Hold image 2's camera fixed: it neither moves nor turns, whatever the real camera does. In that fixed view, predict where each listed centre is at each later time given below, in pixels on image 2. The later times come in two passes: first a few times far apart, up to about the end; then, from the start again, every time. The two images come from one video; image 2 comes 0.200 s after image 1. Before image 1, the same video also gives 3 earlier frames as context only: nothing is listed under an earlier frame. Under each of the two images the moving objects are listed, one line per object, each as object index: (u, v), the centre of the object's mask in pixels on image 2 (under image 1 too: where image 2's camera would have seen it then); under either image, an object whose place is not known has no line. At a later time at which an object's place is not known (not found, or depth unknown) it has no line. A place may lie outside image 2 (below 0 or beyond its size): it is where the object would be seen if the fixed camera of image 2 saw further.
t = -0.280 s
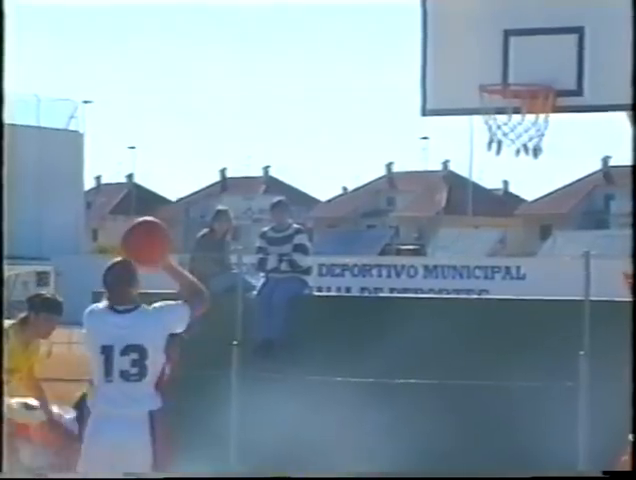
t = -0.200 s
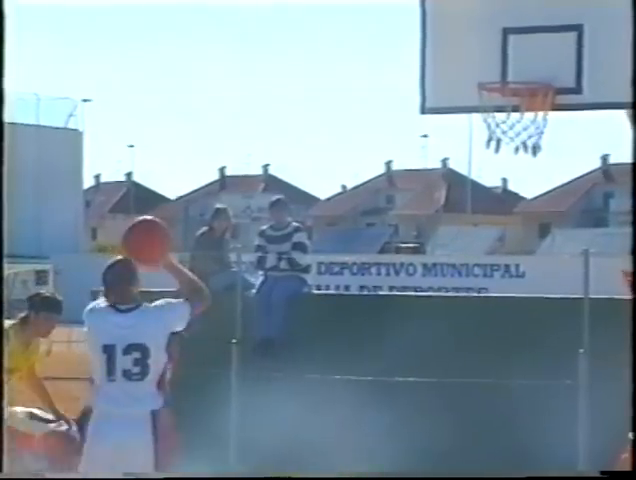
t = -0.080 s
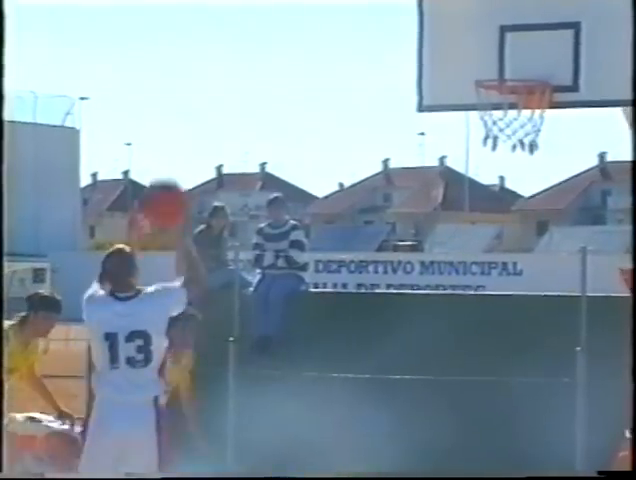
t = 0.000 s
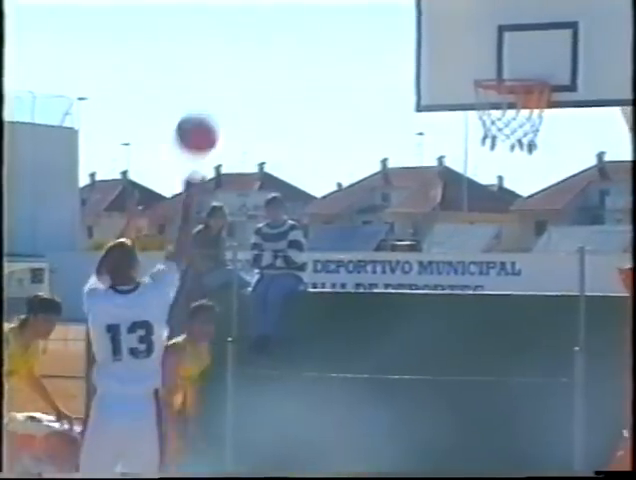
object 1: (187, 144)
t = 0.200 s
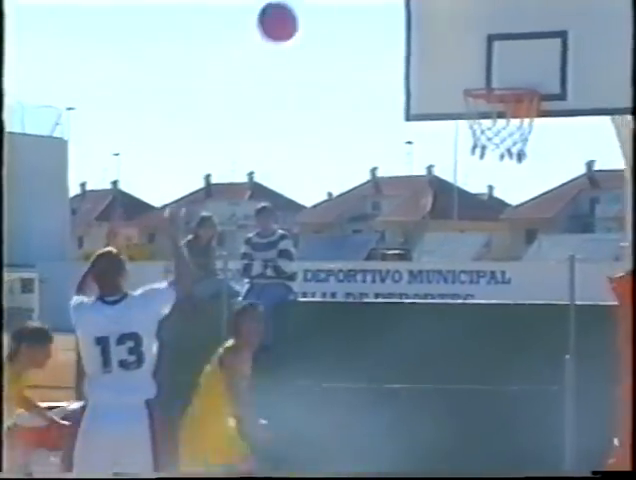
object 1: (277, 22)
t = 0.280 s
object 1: (310, 5)
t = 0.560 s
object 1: (414, -1)
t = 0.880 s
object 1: (517, 112)
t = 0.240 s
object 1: (294, 11)
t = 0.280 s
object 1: (310, 5)
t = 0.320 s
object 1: (325, -1)
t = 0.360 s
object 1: (340, -4)
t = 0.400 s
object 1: (355, -6)
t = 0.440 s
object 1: (370, -7)
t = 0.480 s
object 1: (385, -7)
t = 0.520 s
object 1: (400, -5)
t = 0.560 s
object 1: (414, -1)
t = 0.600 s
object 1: (428, 9)
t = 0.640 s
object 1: (441, 22)
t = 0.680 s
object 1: (452, 37)
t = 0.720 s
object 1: (465, 53)
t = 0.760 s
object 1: (476, 73)
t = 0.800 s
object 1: (486, 91)
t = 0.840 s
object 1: (499, 98)
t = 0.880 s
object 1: (517, 112)
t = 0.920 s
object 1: (522, 120)
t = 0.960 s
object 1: (523, 122)
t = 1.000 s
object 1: (521, 120)
